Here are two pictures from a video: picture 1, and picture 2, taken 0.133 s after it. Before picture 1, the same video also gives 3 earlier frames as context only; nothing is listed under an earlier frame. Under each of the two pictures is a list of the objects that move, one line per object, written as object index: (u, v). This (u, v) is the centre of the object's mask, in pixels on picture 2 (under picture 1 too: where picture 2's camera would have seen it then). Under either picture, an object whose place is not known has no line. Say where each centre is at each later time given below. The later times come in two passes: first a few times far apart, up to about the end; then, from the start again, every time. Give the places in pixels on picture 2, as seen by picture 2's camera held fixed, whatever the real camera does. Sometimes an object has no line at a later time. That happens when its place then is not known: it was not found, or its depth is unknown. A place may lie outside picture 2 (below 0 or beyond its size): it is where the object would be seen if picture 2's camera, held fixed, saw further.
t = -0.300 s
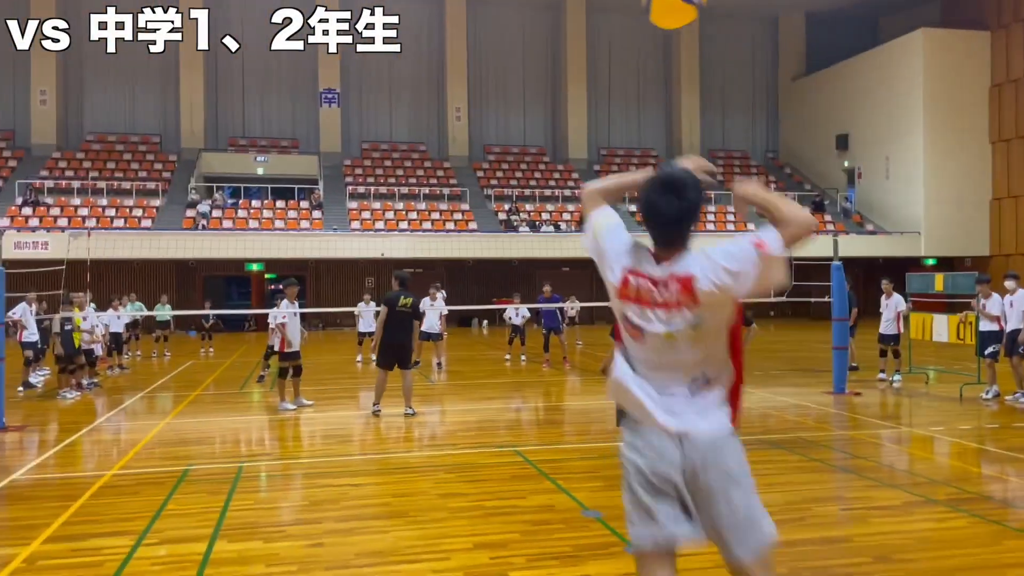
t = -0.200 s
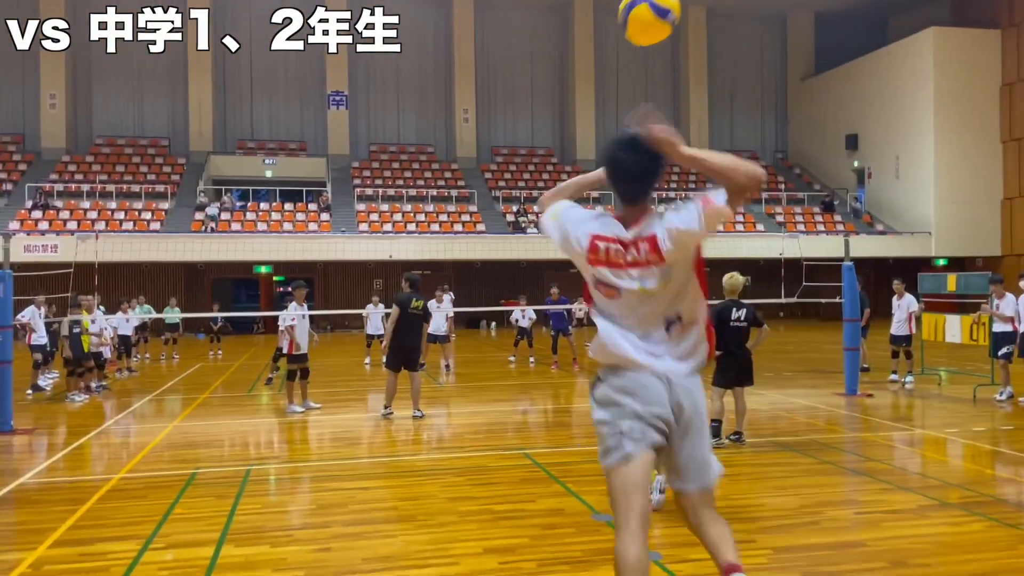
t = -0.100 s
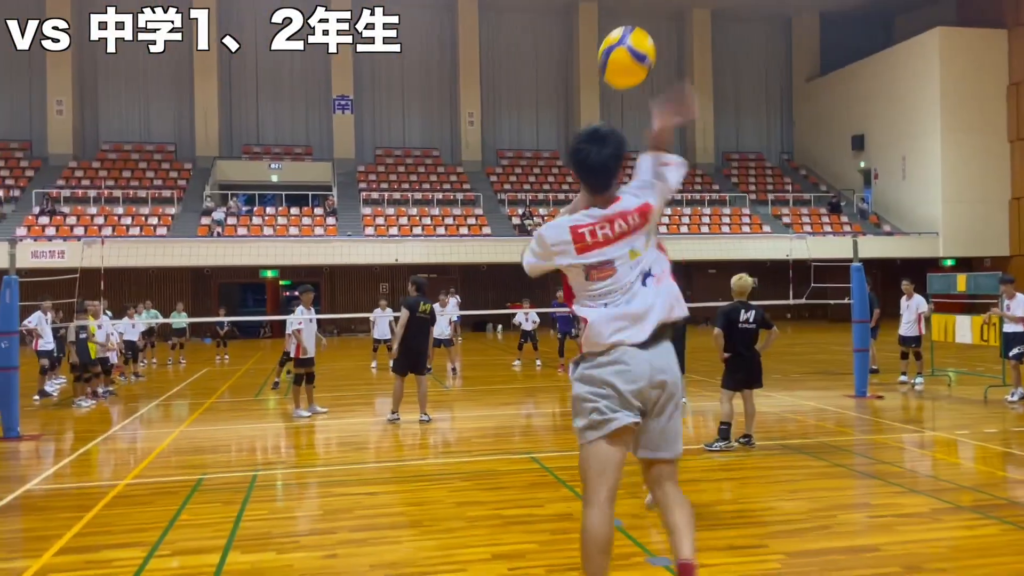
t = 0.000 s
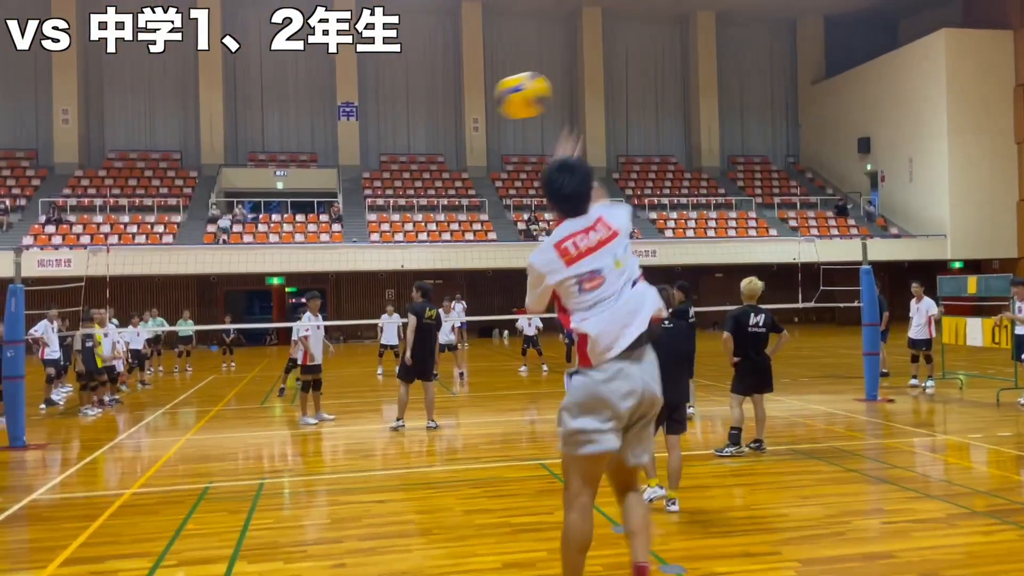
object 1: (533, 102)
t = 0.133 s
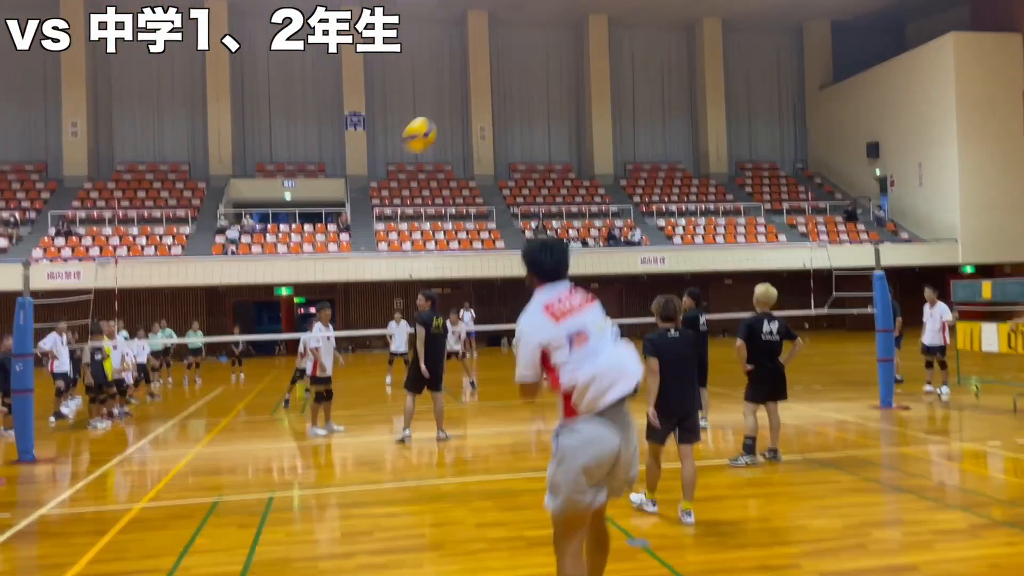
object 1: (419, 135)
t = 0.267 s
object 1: (367, 170)
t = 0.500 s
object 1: (313, 227)
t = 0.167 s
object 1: (404, 144)
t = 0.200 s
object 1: (390, 153)
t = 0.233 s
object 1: (377, 161)
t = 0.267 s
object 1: (367, 170)
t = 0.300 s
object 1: (357, 177)
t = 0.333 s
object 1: (349, 185)
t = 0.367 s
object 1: (340, 194)
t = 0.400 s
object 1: (333, 202)
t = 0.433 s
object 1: (326, 211)
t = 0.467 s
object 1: (320, 220)
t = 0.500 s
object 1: (313, 227)
